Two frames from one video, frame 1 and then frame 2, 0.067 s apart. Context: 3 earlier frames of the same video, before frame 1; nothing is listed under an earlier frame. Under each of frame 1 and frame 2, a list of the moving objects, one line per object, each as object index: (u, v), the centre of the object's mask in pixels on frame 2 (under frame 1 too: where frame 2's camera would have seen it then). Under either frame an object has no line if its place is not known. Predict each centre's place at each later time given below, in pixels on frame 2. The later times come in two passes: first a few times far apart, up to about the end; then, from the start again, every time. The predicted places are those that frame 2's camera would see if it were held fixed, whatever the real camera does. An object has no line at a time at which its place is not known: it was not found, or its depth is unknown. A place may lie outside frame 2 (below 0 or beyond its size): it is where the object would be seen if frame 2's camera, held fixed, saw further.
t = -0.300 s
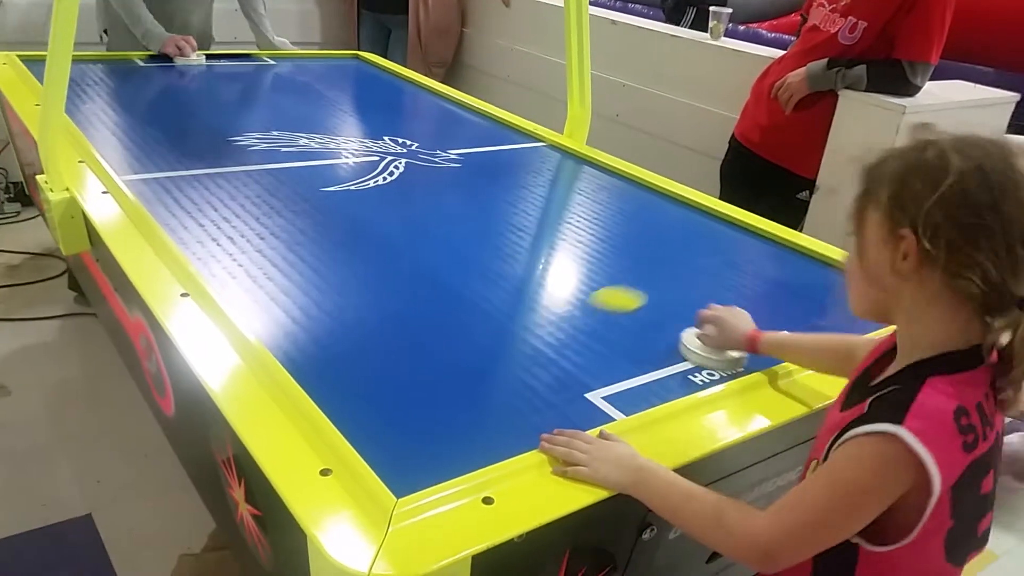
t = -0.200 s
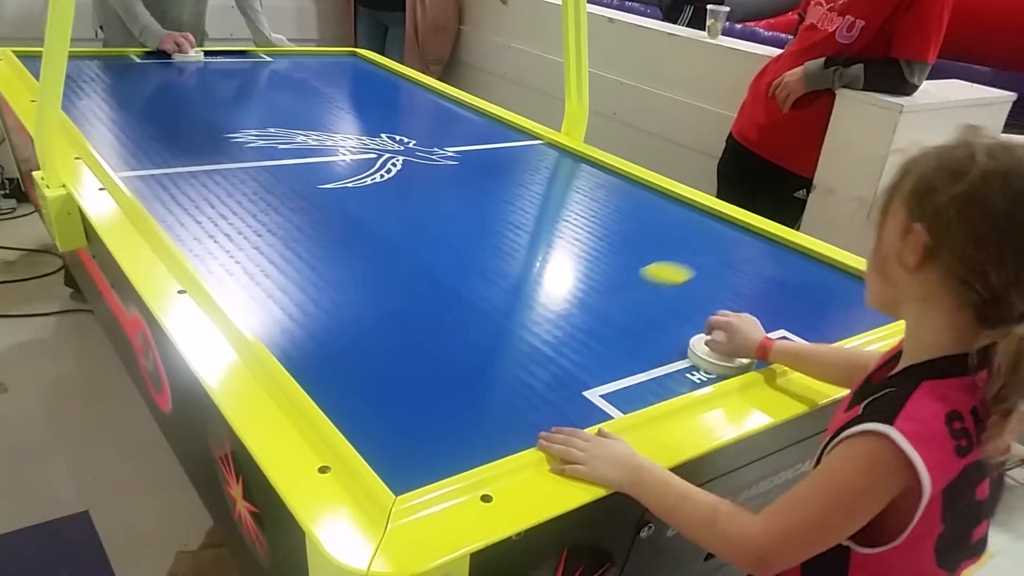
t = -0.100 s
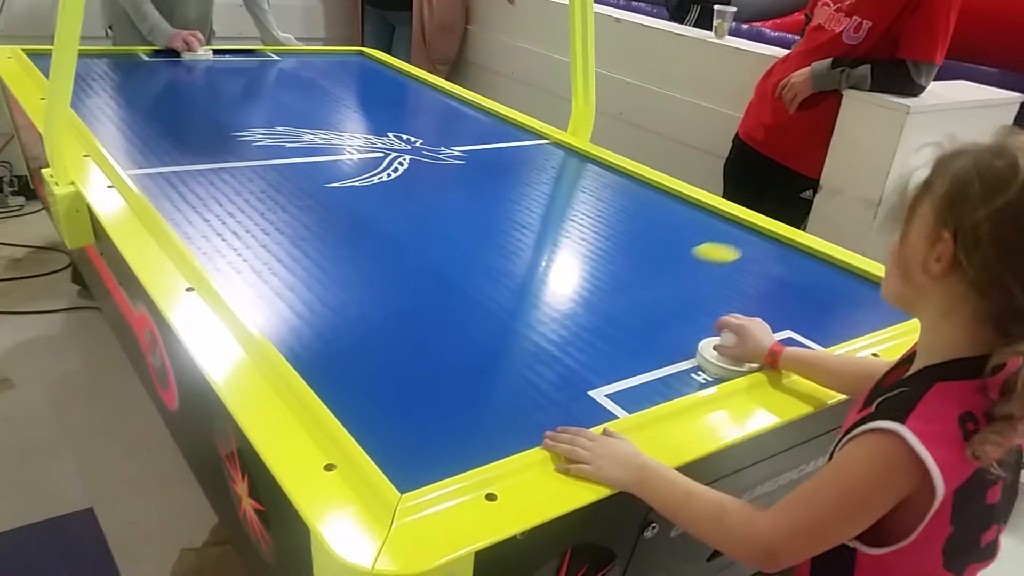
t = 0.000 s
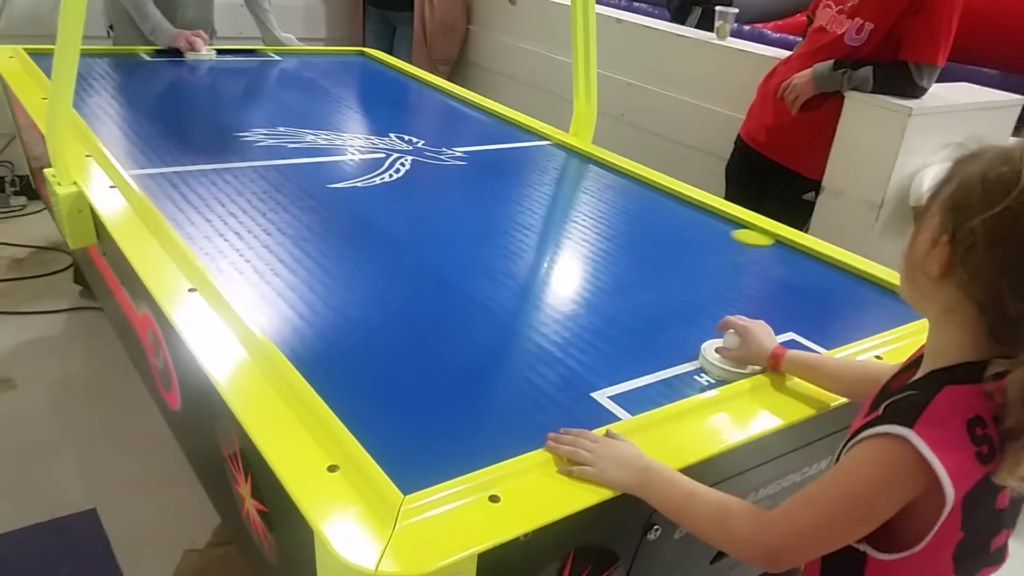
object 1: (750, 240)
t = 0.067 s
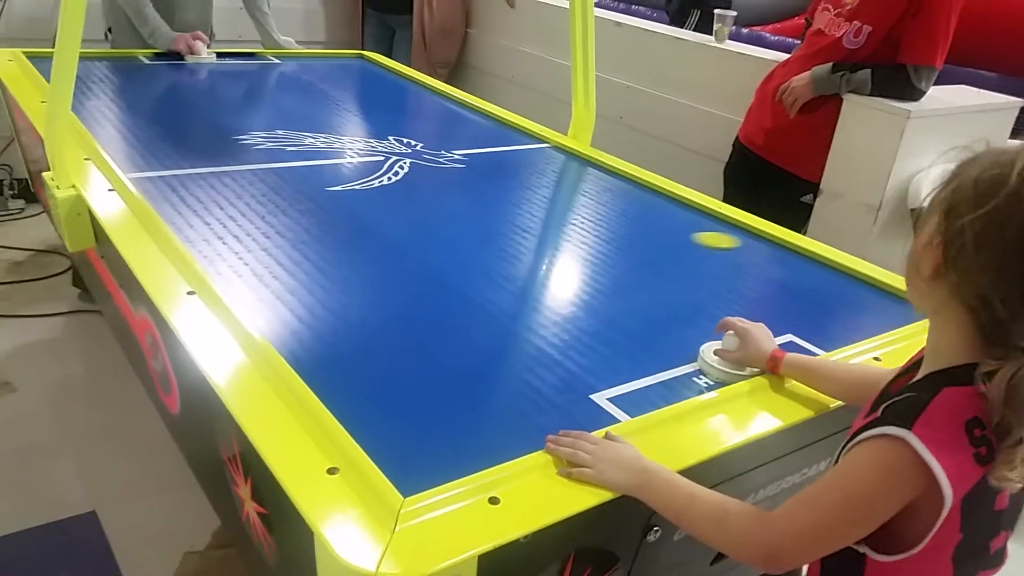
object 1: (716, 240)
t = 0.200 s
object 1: (638, 242)
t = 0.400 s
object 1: (508, 245)
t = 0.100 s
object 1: (697, 240)
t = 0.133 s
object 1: (678, 241)
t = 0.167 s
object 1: (658, 241)
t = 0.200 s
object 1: (638, 242)
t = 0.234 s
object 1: (619, 242)
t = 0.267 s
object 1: (598, 243)
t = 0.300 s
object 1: (575, 244)
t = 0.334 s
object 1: (551, 243)
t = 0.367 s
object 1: (530, 244)
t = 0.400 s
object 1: (508, 245)
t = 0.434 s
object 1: (485, 245)
